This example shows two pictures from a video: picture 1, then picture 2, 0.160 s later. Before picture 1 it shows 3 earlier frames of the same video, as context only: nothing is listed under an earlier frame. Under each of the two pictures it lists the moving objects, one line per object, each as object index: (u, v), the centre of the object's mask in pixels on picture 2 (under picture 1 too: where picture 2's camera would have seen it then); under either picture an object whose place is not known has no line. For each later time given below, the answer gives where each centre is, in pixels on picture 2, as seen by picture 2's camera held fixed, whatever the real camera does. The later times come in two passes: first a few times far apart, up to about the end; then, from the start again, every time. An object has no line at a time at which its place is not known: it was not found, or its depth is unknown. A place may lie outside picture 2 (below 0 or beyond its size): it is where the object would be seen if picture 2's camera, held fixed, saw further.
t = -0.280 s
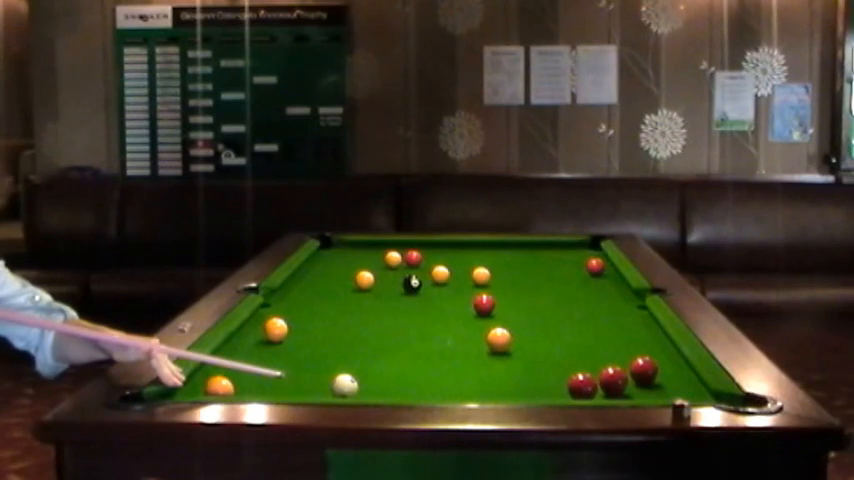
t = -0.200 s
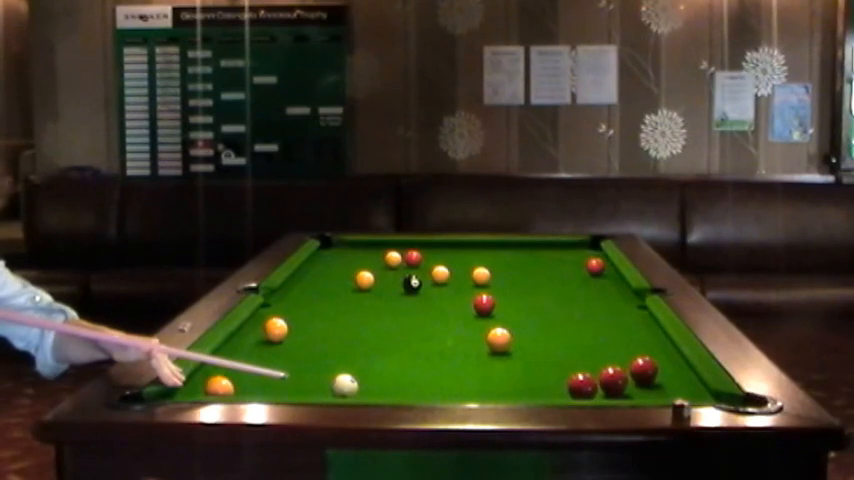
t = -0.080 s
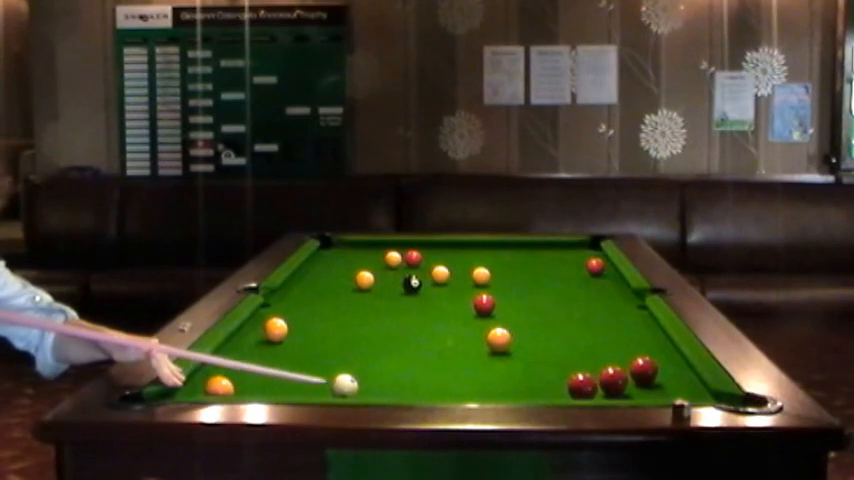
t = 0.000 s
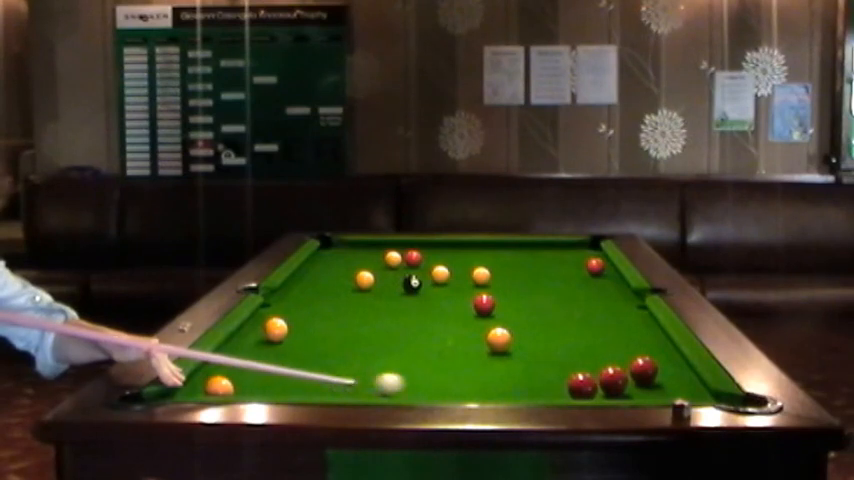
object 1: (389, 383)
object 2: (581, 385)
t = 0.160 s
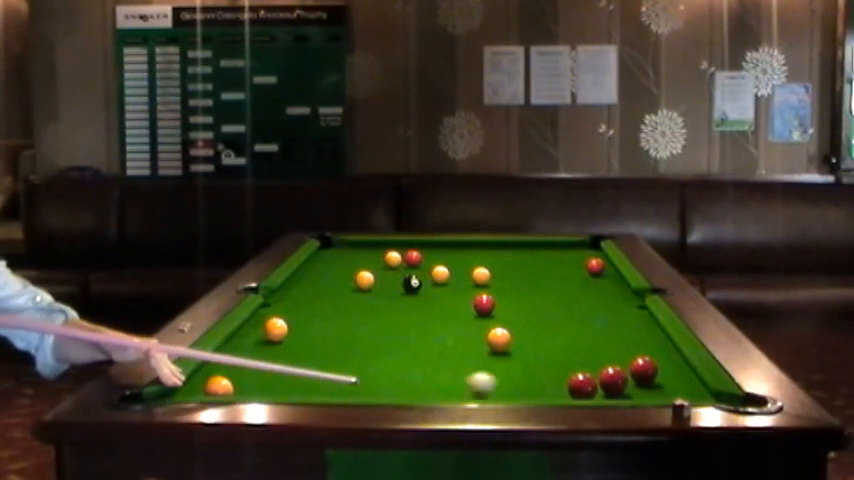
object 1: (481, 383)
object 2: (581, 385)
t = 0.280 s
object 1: (548, 382)
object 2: (582, 386)
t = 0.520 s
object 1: (589, 373)
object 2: (654, 390)
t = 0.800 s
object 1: (626, 357)
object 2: (727, 399)
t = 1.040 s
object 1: (659, 351)
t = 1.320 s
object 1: (647, 342)
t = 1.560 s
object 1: (626, 339)
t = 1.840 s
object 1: (605, 333)
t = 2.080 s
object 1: (590, 330)
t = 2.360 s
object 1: (575, 327)
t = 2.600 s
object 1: (565, 325)
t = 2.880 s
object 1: (555, 323)
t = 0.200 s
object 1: (504, 382)
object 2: (581, 385)
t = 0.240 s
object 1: (527, 382)
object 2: (581, 385)
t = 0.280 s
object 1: (548, 382)
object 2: (582, 386)
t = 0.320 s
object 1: (558, 382)
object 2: (592, 386)
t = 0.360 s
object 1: (563, 381)
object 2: (608, 386)
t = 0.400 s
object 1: (569, 378)
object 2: (617, 387)
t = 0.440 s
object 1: (576, 377)
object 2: (630, 388)
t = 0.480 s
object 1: (583, 375)
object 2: (641, 389)
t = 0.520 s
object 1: (589, 373)
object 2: (654, 390)
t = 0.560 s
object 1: (594, 370)
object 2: (665, 390)
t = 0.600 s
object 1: (599, 366)
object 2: (678, 391)
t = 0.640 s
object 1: (606, 362)
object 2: (691, 393)
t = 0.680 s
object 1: (612, 360)
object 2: (700, 392)
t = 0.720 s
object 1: (618, 360)
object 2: (712, 394)
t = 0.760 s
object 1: (622, 359)
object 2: (723, 396)
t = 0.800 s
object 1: (626, 357)
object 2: (727, 399)
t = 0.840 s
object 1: (632, 354)
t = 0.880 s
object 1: (638, 353)
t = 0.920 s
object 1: (644, 352)
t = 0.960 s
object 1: (649, 351)
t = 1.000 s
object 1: (653, 350)
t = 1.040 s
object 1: (659, 351)
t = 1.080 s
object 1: (662, 349)
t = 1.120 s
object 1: (667, 348)
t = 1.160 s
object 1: (663, 347)
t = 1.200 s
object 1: (660, 346)
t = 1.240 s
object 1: (656, 346)
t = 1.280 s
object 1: (652, 344)
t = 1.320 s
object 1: (647, 342)
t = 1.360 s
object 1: (643, 341)
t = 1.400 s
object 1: (640, 341)
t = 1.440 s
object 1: (636, 340)
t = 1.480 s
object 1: (633, 340)
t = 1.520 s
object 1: (630, 340)
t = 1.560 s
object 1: (626, 339)
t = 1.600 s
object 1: (623, 338)
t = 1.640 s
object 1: (620, 337)
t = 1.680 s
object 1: (617, 336)
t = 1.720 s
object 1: (614, 336)
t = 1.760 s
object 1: (611, 335)
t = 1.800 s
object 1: (608, 334)
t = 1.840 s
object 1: (605, 333)
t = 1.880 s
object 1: (602, 333)
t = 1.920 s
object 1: (600, 332)
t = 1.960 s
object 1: (597, 331)
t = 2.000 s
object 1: (595, 331)
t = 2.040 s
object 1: (593, 331)
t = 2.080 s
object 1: (590, 330)
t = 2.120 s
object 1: (588, 330)
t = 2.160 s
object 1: (585, 329)
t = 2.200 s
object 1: (583, 328)
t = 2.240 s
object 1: (581, 328)
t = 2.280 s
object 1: (579, 328)
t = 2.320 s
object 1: (577, 327)
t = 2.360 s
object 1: (575, 327)
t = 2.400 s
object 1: (573, 326)
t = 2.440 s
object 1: (572, 326)
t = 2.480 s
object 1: (570, 325)
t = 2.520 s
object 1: (568, 325)
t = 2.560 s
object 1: (566, 325)
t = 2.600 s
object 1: (565, 325)
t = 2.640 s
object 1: (563, 325)
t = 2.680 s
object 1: (562, 325)
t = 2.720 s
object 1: (561, 325)
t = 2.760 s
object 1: (559, 324)
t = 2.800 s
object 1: (558, 323)
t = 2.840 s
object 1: (556, 323)
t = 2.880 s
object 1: (555, 323)
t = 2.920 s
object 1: (554, 323)
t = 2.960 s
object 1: (553, 323)
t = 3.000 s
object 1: (552, 323)
